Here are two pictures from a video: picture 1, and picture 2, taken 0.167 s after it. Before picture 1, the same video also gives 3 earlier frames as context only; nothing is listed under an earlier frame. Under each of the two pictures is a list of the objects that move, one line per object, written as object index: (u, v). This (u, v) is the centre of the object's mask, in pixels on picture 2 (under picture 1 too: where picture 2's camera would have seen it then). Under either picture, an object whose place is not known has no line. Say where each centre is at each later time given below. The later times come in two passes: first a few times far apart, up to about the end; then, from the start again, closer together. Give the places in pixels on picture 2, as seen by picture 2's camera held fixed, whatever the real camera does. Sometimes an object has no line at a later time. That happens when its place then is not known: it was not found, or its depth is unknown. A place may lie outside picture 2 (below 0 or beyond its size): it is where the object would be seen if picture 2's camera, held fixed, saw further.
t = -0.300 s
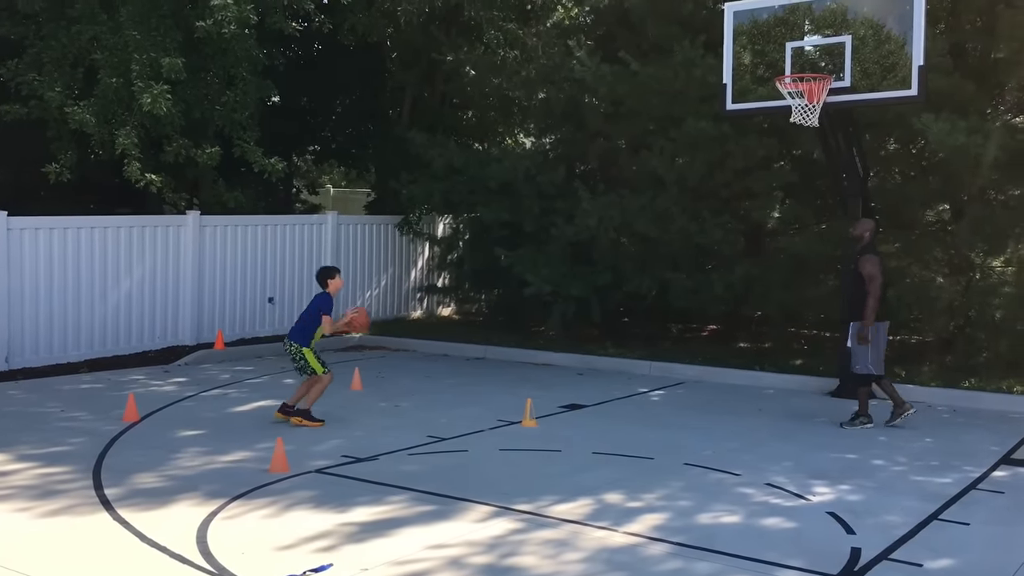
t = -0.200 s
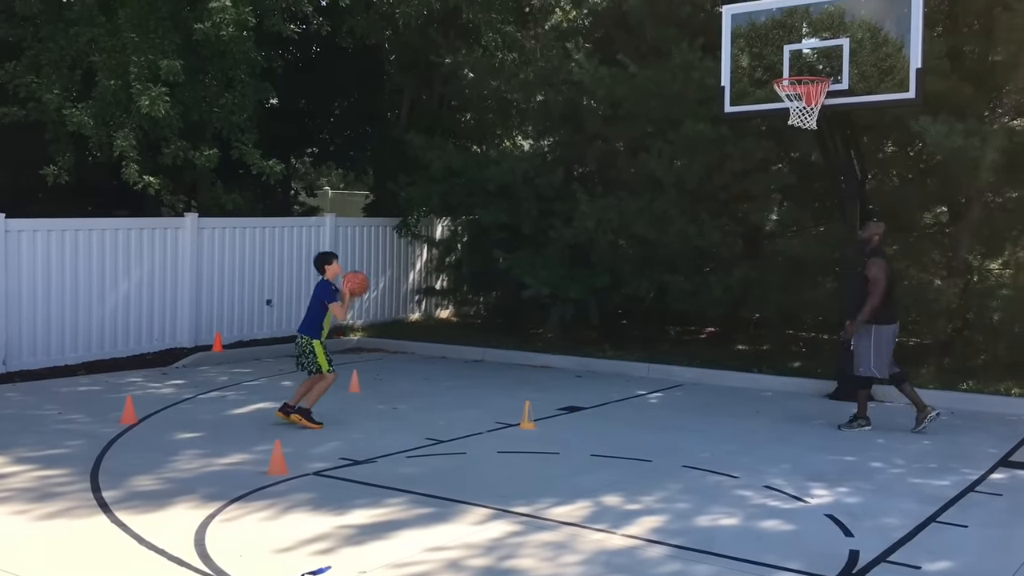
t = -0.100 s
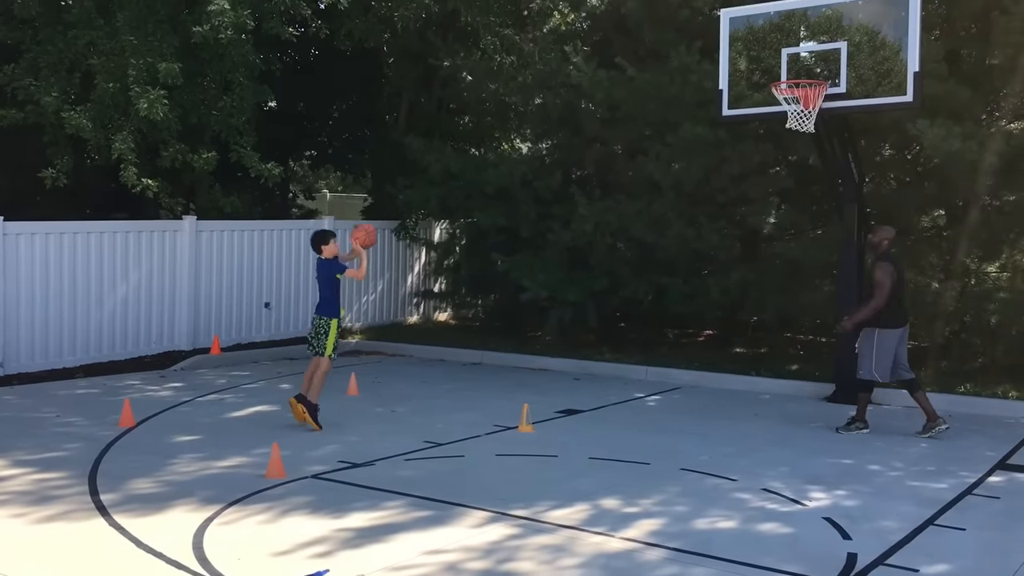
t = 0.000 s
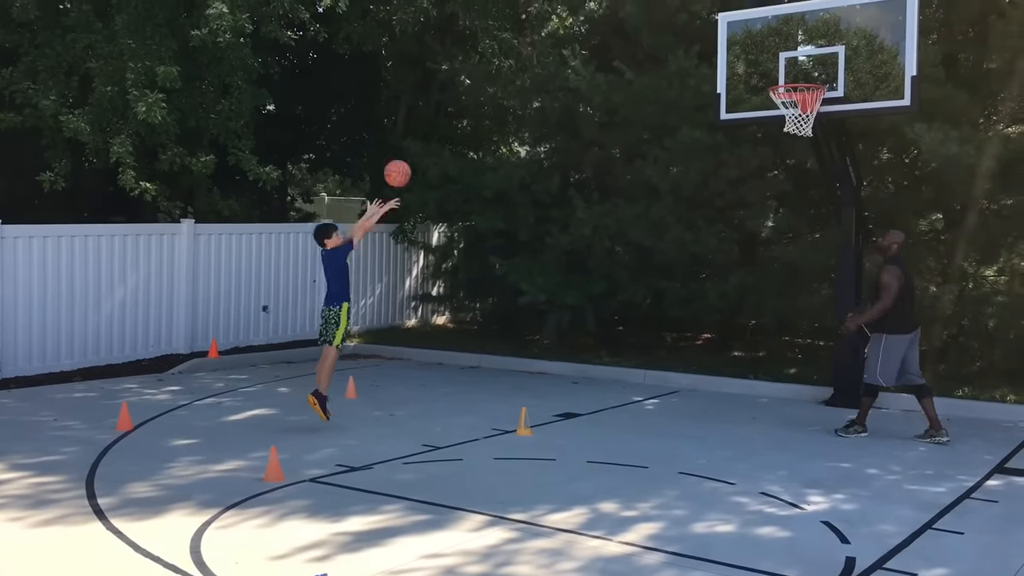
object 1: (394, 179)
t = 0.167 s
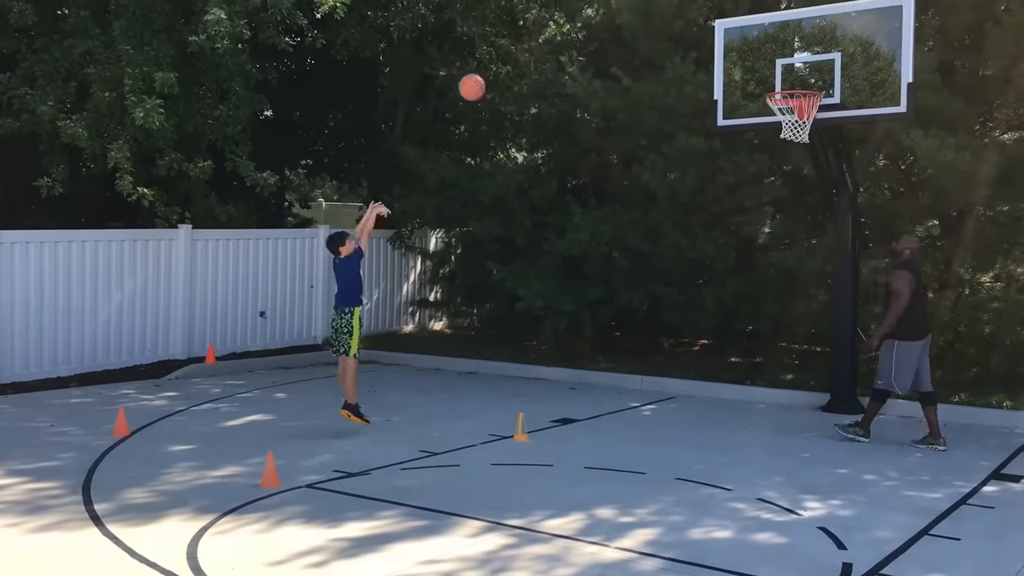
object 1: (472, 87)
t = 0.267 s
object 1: (516, 48)
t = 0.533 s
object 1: (631, 0)
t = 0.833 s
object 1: (753, 35)
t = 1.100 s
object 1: (784, 49)
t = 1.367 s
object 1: (714, 10)
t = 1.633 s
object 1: (637, 46)
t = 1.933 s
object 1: (545, 194)
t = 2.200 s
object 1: (461, 426)
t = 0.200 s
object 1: (487, 73)
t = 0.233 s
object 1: (501, 60)
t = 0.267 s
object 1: (516, 48)
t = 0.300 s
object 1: (531, 37)
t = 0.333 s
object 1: (546, 28)
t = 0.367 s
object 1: (560, 19)
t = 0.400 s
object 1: (575, 12)
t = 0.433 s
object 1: (589, 7)
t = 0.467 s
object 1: (603, 3)
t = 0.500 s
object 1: (617, 1)
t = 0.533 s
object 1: (631, 0)
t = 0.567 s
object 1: (645, -1)
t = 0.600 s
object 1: (659, 0)
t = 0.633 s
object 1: (673, 1)
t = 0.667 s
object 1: (687, 2)
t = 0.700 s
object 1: (700, 6)
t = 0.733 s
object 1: (714, 11)
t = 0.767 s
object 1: (727, 17)
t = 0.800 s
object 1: (740, 26)
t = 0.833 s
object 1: (753, 35)
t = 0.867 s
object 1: (767, 44)
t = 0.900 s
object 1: (779, 55)
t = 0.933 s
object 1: (793, 68)
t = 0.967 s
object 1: (806, 80)
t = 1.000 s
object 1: (809, 82)
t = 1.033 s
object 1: (801, 72)
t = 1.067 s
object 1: (793, 60)
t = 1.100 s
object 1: (784, 49)
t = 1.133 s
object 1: (776, 40)
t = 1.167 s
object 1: (768, 33)
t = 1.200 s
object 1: (759, 24)
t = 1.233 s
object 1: (750, 18)
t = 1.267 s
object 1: (741, 14)
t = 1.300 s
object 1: (733, 11)
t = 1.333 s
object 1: (723, 10)
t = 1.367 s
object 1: (714, 10)
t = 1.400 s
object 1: (705, 11)
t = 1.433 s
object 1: (696, 12)
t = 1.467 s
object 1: (686, 14)
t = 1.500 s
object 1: (677, 17)
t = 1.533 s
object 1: (667, 21)
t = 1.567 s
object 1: (658, 28)
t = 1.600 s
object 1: (648, 36)
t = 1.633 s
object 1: (637, 46)
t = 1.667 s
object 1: (628, 57)
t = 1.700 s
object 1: (618, 69)
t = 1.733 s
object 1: (607, 83)
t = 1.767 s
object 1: (597, 98)
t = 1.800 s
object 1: (587, 114)
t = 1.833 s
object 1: (576, 132)
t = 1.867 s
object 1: (566, 151)
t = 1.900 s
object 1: (555, 172)
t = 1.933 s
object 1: (545, 194)
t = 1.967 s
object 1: (534, 218)
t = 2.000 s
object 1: (524, 243)
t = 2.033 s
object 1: (513, 270)
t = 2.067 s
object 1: (503, 298)
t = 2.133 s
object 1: (482, 359)
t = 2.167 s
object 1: (472, 393)
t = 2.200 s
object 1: (461, 426)
